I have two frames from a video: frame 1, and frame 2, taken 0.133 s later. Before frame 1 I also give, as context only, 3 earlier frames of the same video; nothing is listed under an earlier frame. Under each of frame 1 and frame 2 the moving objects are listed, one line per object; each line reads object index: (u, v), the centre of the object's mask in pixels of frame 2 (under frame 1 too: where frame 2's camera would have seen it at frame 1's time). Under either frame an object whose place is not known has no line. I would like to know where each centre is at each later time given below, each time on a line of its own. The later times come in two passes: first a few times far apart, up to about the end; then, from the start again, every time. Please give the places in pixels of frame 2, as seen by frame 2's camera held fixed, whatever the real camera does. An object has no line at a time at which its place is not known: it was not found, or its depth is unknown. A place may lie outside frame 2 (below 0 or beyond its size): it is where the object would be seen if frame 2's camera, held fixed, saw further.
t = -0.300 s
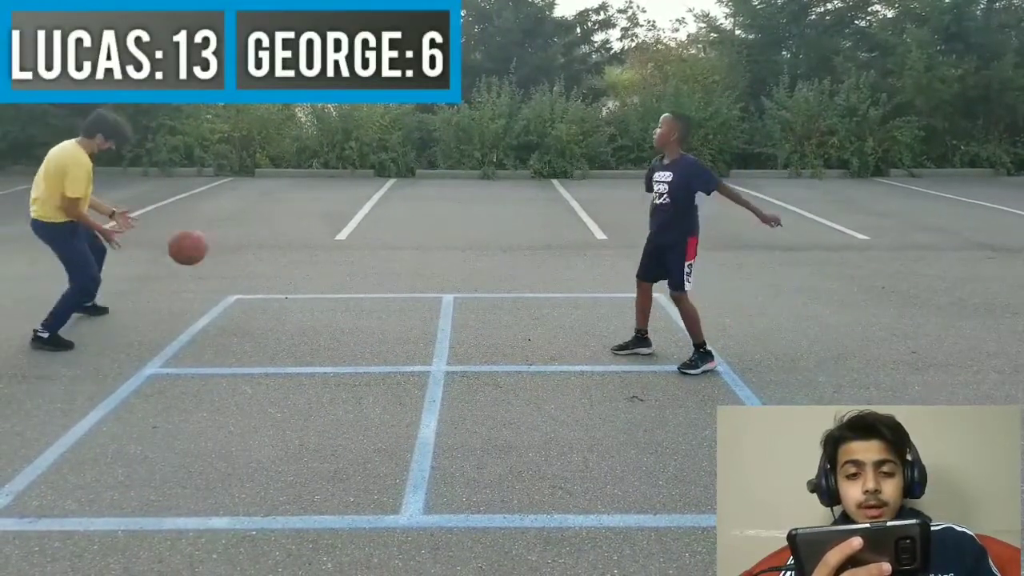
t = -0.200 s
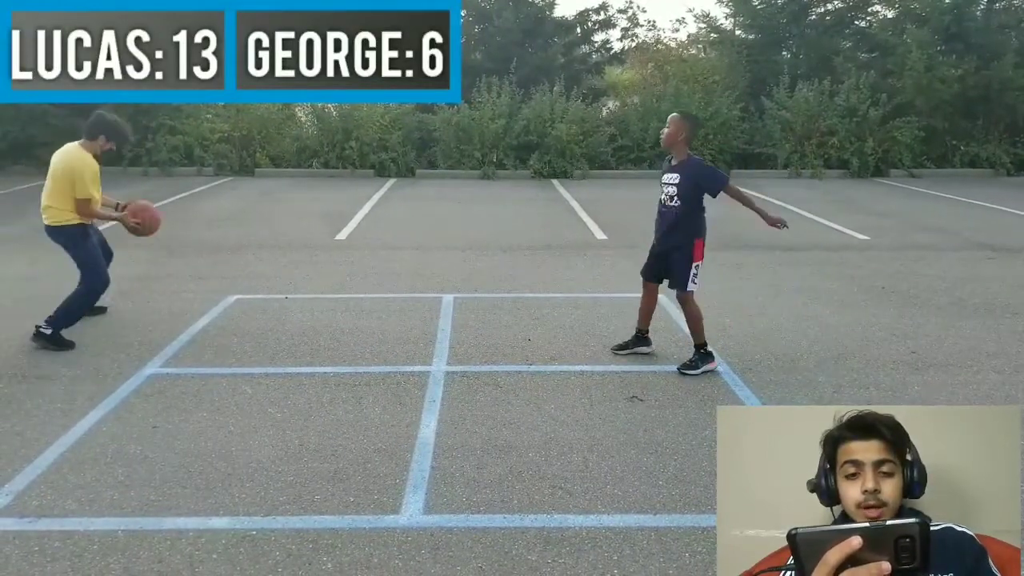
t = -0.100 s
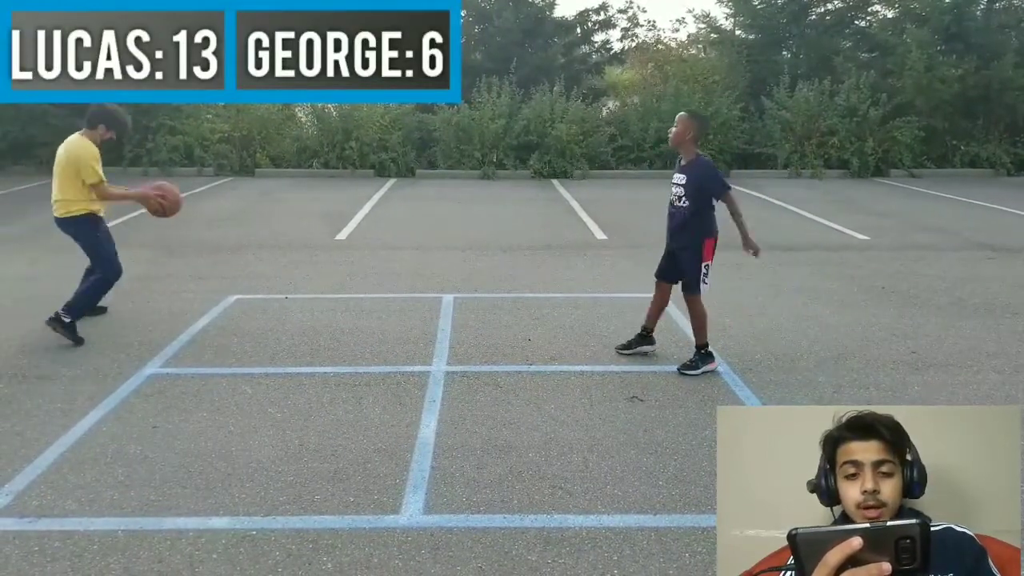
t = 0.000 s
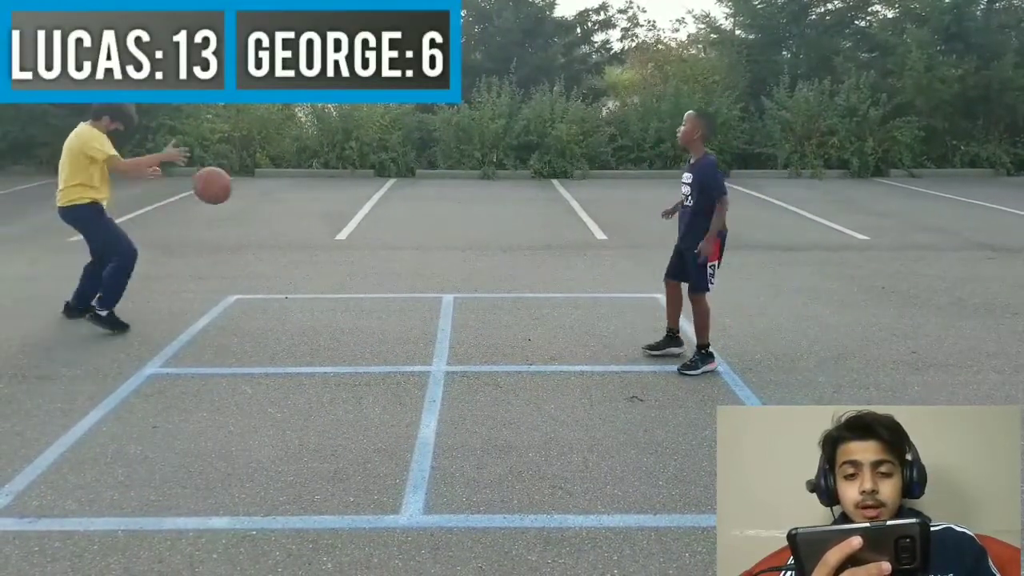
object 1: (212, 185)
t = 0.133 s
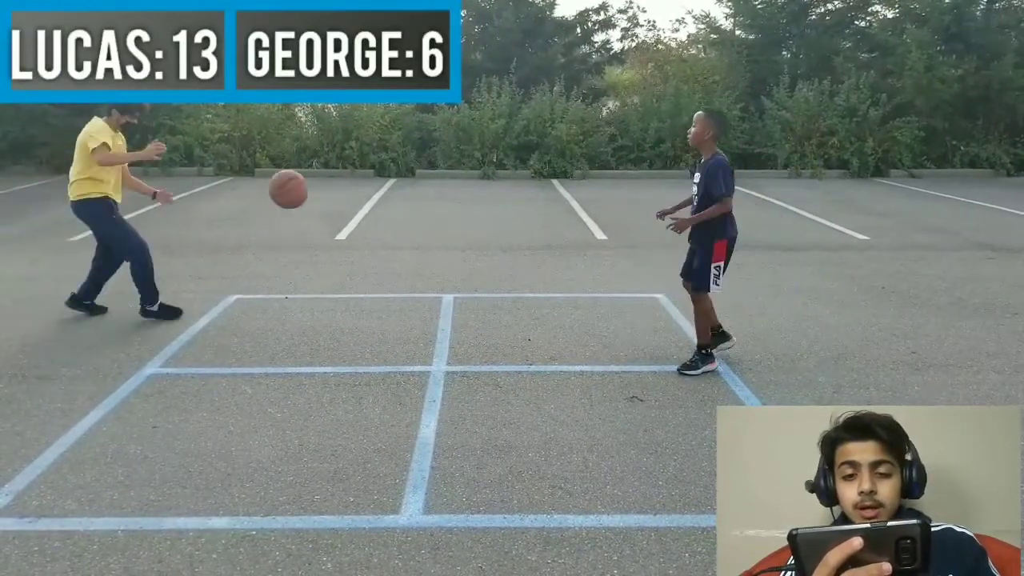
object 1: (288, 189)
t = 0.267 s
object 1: (370, 223)
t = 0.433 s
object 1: (479, 308)
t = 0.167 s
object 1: (309, 195)
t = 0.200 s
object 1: (329, 202)
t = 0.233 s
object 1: (349, 212)
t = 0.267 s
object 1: (370, 223)
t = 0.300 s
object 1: (391, 236)
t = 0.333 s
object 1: (413, 251)
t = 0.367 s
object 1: (435, 268)
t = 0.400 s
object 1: (456, 287)
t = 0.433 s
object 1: (479, 308)
